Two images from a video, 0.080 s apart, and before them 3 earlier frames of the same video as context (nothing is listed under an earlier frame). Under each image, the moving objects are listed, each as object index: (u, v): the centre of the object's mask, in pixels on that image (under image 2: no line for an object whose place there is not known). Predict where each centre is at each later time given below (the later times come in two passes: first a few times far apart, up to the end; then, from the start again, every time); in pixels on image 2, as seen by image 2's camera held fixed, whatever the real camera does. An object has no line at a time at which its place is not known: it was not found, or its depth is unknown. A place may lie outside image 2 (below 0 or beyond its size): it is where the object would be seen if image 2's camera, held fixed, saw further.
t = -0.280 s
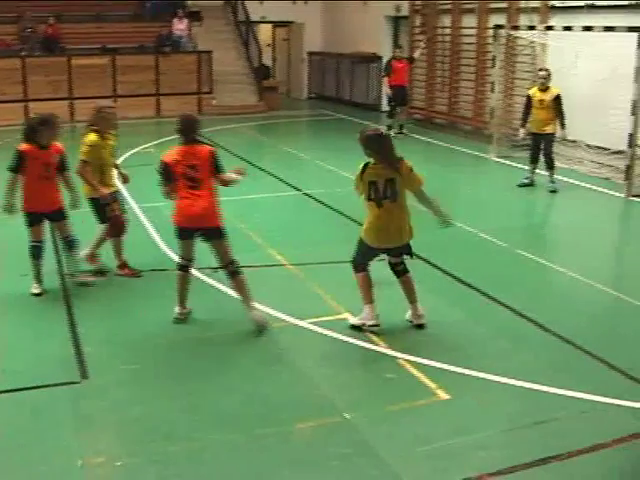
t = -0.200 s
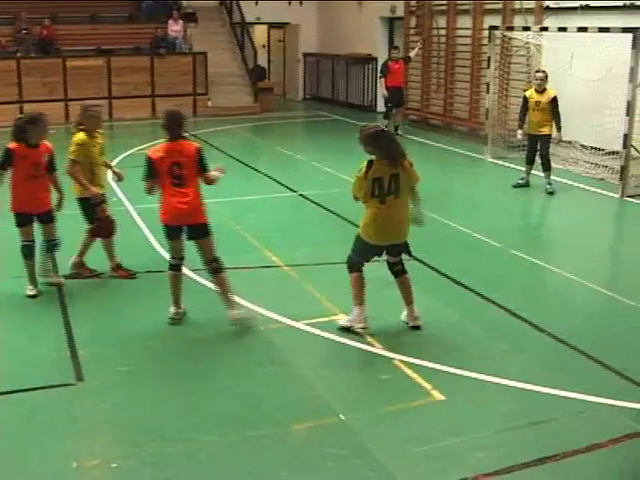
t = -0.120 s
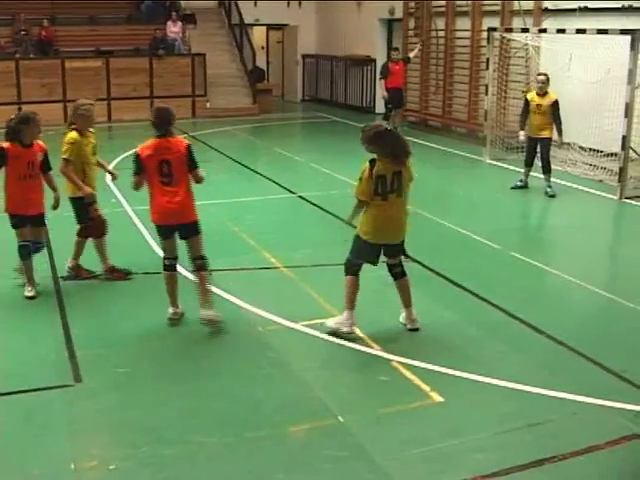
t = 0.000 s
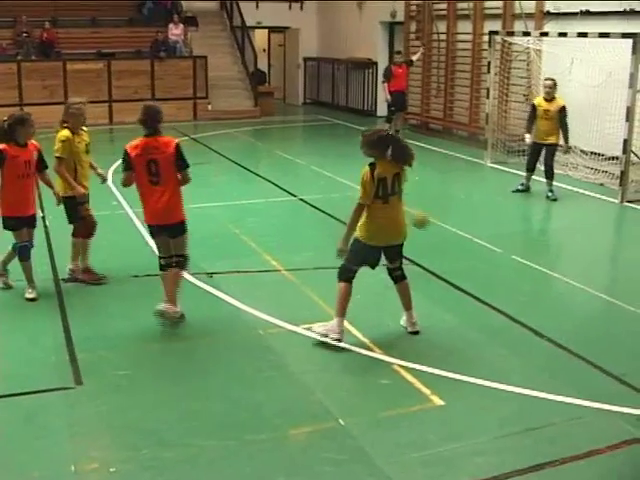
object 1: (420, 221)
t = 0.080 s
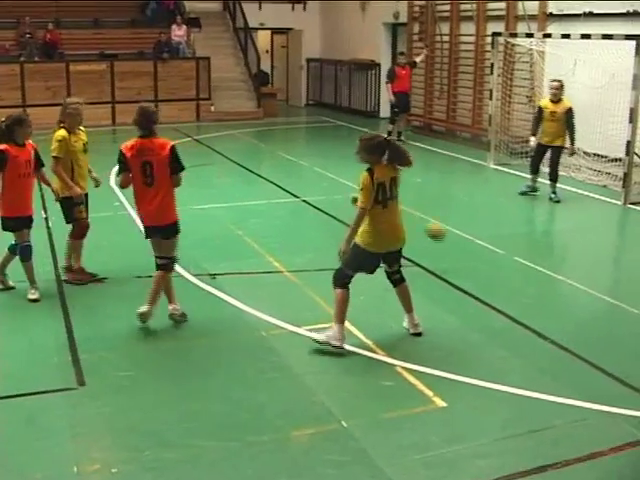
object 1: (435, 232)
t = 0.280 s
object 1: (468, 235)
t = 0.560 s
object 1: (511, 226)
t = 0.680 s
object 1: (527, 239)
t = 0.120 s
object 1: (441, 240)
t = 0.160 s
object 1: (446, 248)
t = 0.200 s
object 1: (452, 255)
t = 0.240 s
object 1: (460, 245)
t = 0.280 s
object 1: (468, 235)
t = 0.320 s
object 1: (475, 229)
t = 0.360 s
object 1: (481, 225)
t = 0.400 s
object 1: (487, 222)
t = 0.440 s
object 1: (493, 221)
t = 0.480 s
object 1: (500, 221)
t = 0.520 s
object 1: (506, 223)
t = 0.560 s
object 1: (511, 226)
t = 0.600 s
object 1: (516, 232)
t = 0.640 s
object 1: (521, 241)
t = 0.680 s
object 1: (527, 239)
